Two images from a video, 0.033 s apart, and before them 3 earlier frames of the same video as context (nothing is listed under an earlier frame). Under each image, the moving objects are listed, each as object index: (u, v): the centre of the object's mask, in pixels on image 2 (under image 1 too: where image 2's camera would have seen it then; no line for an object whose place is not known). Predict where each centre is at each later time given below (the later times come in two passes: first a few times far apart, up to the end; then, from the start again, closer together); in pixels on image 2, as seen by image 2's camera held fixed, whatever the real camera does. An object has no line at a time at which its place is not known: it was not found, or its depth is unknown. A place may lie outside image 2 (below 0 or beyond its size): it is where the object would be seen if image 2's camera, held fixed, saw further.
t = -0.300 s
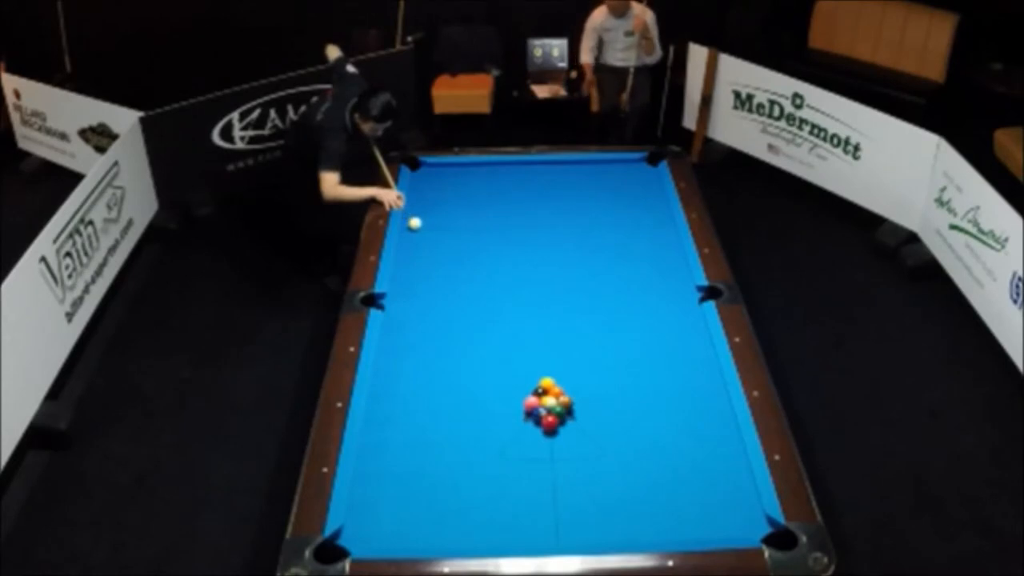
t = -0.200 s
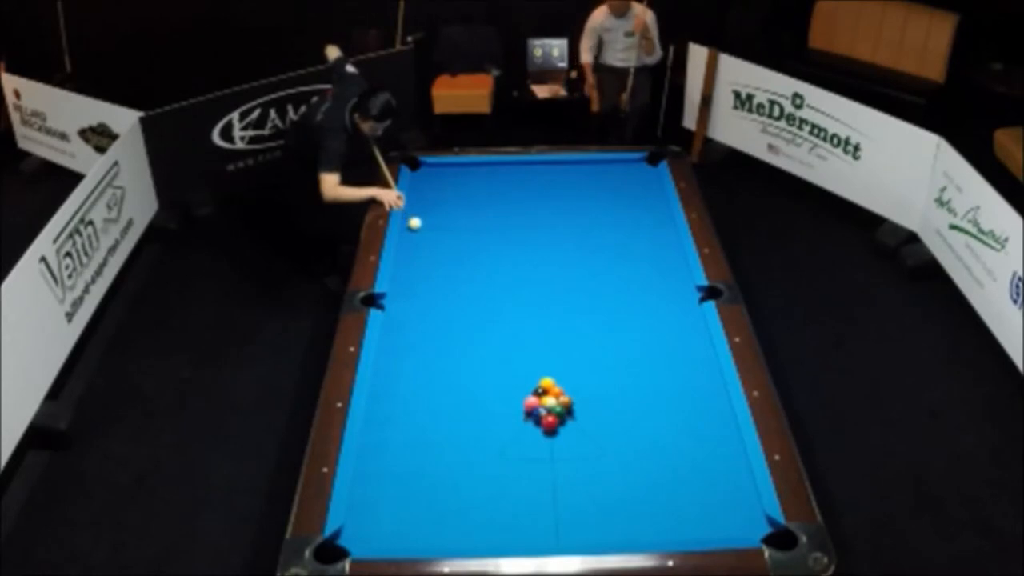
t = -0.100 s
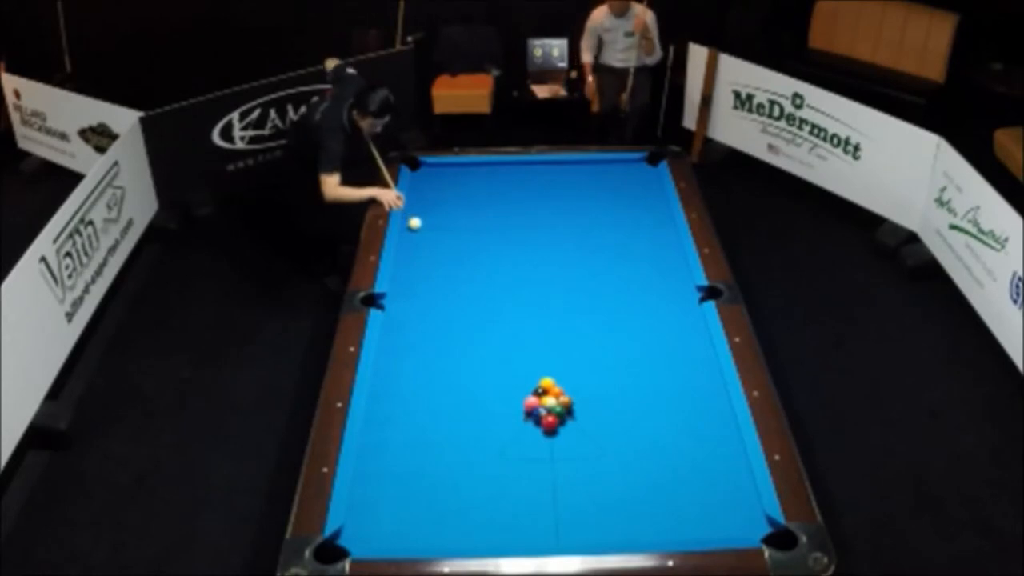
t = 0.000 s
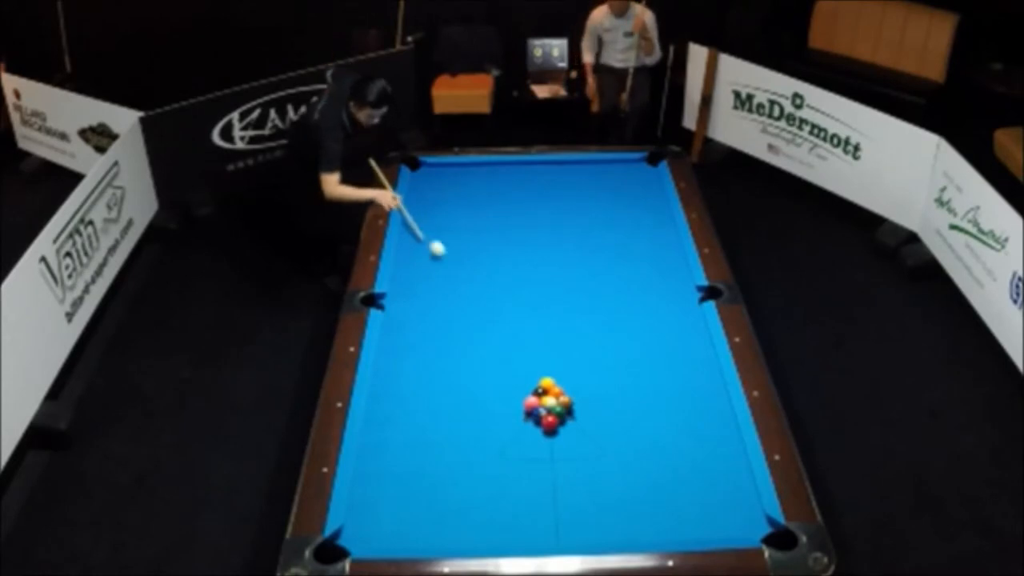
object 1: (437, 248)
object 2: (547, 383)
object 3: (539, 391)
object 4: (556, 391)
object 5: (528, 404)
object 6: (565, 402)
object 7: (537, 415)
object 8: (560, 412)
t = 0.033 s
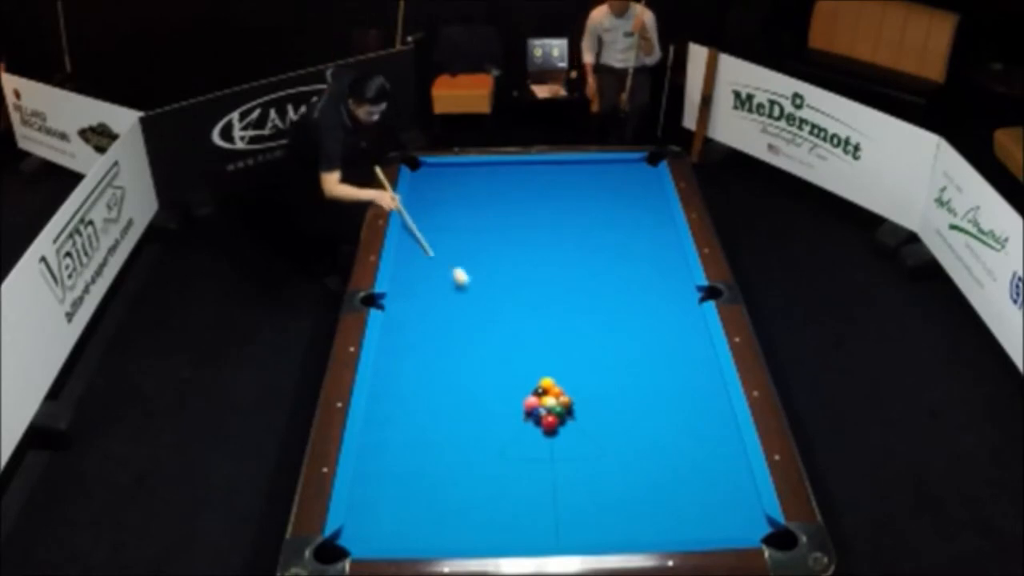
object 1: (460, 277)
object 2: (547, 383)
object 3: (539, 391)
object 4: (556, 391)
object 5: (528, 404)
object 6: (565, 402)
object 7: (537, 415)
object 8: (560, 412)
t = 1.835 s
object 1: (498, 491)
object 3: (532, 395)
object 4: (563, 308)
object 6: (360, 537)
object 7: (578, 465)
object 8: (615, 534)
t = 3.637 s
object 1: (535, 508)
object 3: (532, 396)
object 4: (417, 246)
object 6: (360, 539)
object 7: (735, 456)
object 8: (623, 502)
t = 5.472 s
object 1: (535, 508)
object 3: (531, 395)
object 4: (437, 224)
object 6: (360, 539)
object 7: (710, 456)
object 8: (622, 500)
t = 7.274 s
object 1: (535, 508)
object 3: (531, 394)
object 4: (442, 221)
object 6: (360, 539)
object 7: (710, 457)
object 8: (622, 500)
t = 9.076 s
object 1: (535, 508)
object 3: (531, 395)
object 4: (441, 221)
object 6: (359, 539)
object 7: (710, 457)
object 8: (622, 500)
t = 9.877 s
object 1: (535, 508)
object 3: (531, 395)
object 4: (441, 221)
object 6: (359, 539)
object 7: (710, 457)
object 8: (622, 500)
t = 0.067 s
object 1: (486, 311)
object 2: (547, 383)
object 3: (539, 391)
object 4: (556, 391)
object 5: (528, 404)
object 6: (565, 402)
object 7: (537, 415)
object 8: (559, 412)
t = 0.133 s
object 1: (532, 375)
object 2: (550, 381)
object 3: (535, 389)
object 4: (560, 393)
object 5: (527, 405)
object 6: (579, 409)
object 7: (535, 416)
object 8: (558, 414)
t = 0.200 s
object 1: (507, 375)
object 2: (573, 368)
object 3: (537, 396)
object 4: (586, 391)
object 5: (516, 416)
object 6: (665, 439)
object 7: (525, 430)
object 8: (560, 420)
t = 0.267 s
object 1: (481, 387)
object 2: (593, 357)
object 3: (536, 396)
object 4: (609, 388)
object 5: (506, 424)
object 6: (742, 470)
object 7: (514, 441)
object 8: (563, 425)
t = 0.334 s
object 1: (454, 409)
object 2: (611, 347)
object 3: (536, 395)
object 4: (629, 385)
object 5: (496, 433)
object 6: (693, 488)
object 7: (503, 449)
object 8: (566, 429)
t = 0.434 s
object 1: (415, 424)
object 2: (635, 333)
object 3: (535, 396)
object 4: (656, 380)
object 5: (481, 445)
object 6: (619, 515)
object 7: (486, 466)
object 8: (570, 437)
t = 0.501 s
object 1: (388, 438)
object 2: (650, 324)
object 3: (534, 396)
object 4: (673, 377)
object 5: (471, 455)
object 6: (570, 532)
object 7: (475, 477)
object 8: (572, 444)
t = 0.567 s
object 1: (366, 447)
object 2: (664, 316)
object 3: (533, 396)
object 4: (691, 374)
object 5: (461, 463)
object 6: (525, 536)
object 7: (469, 483)
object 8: (574, 449)
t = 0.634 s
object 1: (382, 453)
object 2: (678, 308)
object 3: (533, 395)
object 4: (708, 371)
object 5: (450, 472)
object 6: (489, 528)
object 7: (474, 479)
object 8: (576, 453)
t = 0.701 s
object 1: (397, 457)
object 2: (692, 300)
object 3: (533, 396)
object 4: (705, 367)
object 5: (439, 481)
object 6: (454, 520)
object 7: (477, 476)
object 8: (579, 458)
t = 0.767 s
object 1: (410, 460)
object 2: (705, 293)
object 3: (532, 396)
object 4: (694, 363)
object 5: (429, 490)
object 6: (421, 512)
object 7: (478, 474)
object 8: (581, 463)
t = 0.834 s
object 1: (423, 463)
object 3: (532, 396)
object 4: (684, 359)
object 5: (418, 499)
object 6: (389, 505)
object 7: (479, 473)
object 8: (583, 467)
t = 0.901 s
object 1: (435, 465)
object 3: (532, 396)
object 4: (675, 355)
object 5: (407, 508)
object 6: (370, 506)
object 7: (480, 472)
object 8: (586, 473)
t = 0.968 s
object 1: (448, 468)
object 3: (532, 396)
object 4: (666, 352)
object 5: (396, 517)
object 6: (365, 515)
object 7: (481, 471)
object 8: (588, 478)
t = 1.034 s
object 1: (460, 470)
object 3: (532, 396)
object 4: (657, 348)
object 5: (385, 526)
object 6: (358, 522)
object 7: (482, 471)
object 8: (590, 482)
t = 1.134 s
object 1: (466, 473)
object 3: (532, 396)
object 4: (644, 342)
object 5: (368, 539)
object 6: (354, 528)
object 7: (495, 469)
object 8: (593, 490)
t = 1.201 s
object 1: (469, 475)
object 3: (532, 396)
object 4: (636, 338)
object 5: (355, 544)
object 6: (357, 529)
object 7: (504, 469)
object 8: (596, 494)
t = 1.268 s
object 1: (473, 477)
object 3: (532, 396)
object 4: (627, 335)
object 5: (343, 552)
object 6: (357, 532)
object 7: (512, 468)
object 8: (598, 499)
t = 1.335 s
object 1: (476, 479)
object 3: (532, 396)
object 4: (620, 332)
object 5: (333, 562)
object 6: (358, 533)
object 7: (520, 468)
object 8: (600, 504)
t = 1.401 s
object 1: (479, 481)
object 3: (532, 396)
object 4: (611, 328)
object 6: (358, 534)
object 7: (528, 468)
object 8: (602, 508)
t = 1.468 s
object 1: (482, 482)
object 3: (532, 396)
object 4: (604, 325)
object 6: (358, 535)
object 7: (536, 467)
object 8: (604, 513)
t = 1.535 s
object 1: (485, 484)
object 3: (532, 395)
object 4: (596, 322)
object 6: (359, 535)
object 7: (544, 467)
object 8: (606, 517)
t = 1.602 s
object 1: (488, 486)
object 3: (532, 396)
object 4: (588, 319)
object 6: (359, 536)
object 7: (551, 466)
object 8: (608, 522)
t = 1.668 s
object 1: (491, 487)
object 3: (532, 396)
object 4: (581, 316)
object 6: (359, 536)
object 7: (559, 467)
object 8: (610, 526)
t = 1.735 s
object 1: (494, 488)
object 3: (532, 396)
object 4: (573, 313)
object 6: (360, 536)
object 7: (567, 466)
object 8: (612, 530)
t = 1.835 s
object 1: (498, 491)
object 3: (532, 395)
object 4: (563, 308)
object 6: (360, 537)
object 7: (578, 465)
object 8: (615, 534)
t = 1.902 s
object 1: (500, 492)
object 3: (532, 396)
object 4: (556, 305)
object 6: (360, 538)
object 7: (585, 464)
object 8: (616, 533)
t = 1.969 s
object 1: (503, 493)
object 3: (532, 396)
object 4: (549, 302)
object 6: (360, 538)
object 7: (592, 464)
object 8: (616, 532)
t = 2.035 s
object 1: (505, 495)
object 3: (531, 396)
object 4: (543, 299)
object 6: (360, 538)
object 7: (600, 463)
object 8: (617, 531)
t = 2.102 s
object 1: (507, 496)
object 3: (532, 396)
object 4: (536, 296)
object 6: (360, 538)
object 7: (606, 463)
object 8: (617, 530)
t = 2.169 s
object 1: (509, 497)
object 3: (532, 396)
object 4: (530, 294)
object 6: (360, 538)
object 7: (613, 463)
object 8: (618, 528)
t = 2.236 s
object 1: (512, 498)
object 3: (532, 396)
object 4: (523, 291)
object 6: (359, 538)
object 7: (619, 462)
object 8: (618, 527)
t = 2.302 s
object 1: (513, 499)
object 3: (532, 396)
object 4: (517, 288)
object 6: (360, 538)
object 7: (626, 461)
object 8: (619, 526)
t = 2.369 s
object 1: (516, 500)
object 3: (532, 396)
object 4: (511, 286)
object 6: (360, 538)
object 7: (633, 462)
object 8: (620, 524)
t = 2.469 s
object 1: (518, 502)
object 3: (532, 396)
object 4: (502, 282)
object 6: (360, 538)
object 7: (642, 461)
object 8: (620, 520)
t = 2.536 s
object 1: (520, 502)
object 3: (532, 396)
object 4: (497, 280)
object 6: (360, 538)
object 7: (648, 461)
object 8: (621, 519)
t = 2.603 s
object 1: (522, 503)
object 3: (532, 396)
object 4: (491, 278)
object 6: (360, 539)
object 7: (655, 460)
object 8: (621, 517)
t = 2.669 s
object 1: (523, 504)
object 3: (532, 396)
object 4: (485, 275)
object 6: (360, 539)
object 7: (660, 460)
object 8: (621, 516)
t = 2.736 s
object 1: (525, 504)
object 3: (532, 396)
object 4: (480, 273)
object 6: (360, 539)
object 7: (666, 459)
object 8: (622, 515)
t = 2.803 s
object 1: (526, 505)
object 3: (532, 396)
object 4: (474, 271)
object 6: (360, 539)
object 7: (672, 459)
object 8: (622, 513)
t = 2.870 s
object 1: (527, 505)
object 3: (532, 396)
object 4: (469, 269)
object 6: (360, 539)
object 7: (677, 459)
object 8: (622, 512)
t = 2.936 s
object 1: (528, 506)
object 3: (532, 396)
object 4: (465, 266)
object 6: (360, 539)
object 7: (683, 458)
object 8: (622, 511)
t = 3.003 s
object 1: (530, 506)
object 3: (532, 396)
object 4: (460, 264)
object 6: (360, 539)
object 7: (688, 458)
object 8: (623, 510)
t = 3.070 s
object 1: (531, 506)
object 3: (532, 396)
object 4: (455, 262)
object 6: (360, 539)
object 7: (694, 458)
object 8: (623, 508)
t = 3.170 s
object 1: (532, 507)
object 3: (532, 396)
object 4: (447, 259)
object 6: (360, 539)
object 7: (702, 458)
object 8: (623, 507)
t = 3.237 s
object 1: (533, 507)
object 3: (532, 396)
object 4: (443, 257)
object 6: (360, 539)
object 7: (707, 458)
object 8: (623, 506)
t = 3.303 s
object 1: (534, 508)
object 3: (532, 396)
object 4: (438, 255)
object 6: (360, 539)
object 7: (712, 458)
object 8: (623, 505)
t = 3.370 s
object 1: (534, 508)
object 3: (531, 396)
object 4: (434, 253)
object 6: (360, 539)
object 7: (716, 457)
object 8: (623, 504)
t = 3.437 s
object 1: (535, 508)
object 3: (531, 395)
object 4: (430, 251)
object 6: (360, 539)
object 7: (721, 457)
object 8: (623, 504)
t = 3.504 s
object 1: (535, 508)
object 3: (532, 396)
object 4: (425, 249)
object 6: (360, 539)
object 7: (726, 457)
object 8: (623, 503)
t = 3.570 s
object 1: (535, 508)
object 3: (532, 396)
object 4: (421, 248)
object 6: (360, 539)
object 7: (730, 457)
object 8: (623, 502)
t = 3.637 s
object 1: (535, 508)
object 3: (532, 396)
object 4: (417, 246)
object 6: (360, 539)
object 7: (735, 456)
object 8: (623, 502)
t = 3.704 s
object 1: (535, 508)
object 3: (532, 396)
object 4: (413, 244)
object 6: (360, 539)
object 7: (739, 457)
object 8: (623, 501)
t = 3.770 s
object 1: (535, 508)
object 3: (532, 396)
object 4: (409, 242)
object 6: (360, 539)
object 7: (737, 456)
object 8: (623, 501)
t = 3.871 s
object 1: (535, 508)
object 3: (532, 396)
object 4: (403, 240)
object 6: (360, 539)
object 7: (734, 456)
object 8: (622, 501)
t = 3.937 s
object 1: (535, 508)
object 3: (532, 396)
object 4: (404, 239)
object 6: (360, 539)
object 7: (731, 456)
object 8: (622, 500)
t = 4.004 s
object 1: (535, 508)
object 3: (532, 396)
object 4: (406, 238)
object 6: (360, 539)
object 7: (729, 456)
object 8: (622, 500)
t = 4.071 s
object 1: (535, 508)
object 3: (532, 396)
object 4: (408, 237)
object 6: (360, 539)
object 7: (727, 456)
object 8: (622, 500)
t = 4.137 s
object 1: (535, 508)
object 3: (531, 395)
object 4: (410, 236)
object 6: (360, 539)
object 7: (726, 457)
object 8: (622, 500)
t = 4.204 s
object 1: (535, 508)
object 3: (531, 395)
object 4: (412, 235)
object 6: (359, 539)
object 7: (724, 456)
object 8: (622, 500)
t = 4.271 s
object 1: (535, 508)
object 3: (531, 395)
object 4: (414, 234)
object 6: (359, 539)
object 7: (723, 457)
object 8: (622, 500)
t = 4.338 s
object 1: (535, 508)
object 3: (531, 395)
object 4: (416, 233)
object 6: (359, 539)
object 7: (721, 457)
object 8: (622, 500)
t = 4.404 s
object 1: (535, 508)
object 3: (531, 395)
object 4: (417, 232)
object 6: (359, 539)
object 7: (720, 457)
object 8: (622, 500)
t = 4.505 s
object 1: (535, 508)
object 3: (531, 395)
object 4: (420, 231)
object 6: (359, 539)
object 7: (718, 457)
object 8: (622, 500)
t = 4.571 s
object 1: (535, 508)
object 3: (531, 395)
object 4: (421, 230)
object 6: (359, 539)
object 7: (717, 457)
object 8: (622, 500)
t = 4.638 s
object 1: (535, 508)
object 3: (531, 395)
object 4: (423, 229)
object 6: (360, 539)
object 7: (715, 457)
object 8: (622, 500)
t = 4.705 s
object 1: (535, 508)
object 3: (531, 395)
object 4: (424, 229)
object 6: (359, 539)
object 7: (715, 457)
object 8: (622, 500)
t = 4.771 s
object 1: (535, 508)
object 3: (532, 395)
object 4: (426, 228)
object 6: (359, 539)
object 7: (714, 457)
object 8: (622, 500)
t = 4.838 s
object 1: (535, 508)
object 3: (531, 395)
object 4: (427, 227)
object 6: (359, 539)
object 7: (713, 457)
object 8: (622, 500)
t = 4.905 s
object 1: (535, 508)
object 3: (531, 395)
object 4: (429, 227)
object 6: (360, 539)
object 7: (712, 457)
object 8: (622, 500)
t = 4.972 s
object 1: (535, 508)
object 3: (531, 395)
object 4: (430, 226)
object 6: (360, 539)
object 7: (712, 457)
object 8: (622, 500)
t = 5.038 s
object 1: (535, 508)
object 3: (531, 395)
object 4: (431, 226)
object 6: (359, 539)
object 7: (711, 457)
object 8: (622, 500)
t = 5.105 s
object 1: (535, 508)
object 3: (531, 395)
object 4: (432, 225)
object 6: (360, 539)
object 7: (711, 457)
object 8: (622, 500)
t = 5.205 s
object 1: (535, 508)
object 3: (531, 395)
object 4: (434, 225)
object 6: (360, 539)
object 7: (711, 456)
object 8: (622, 500)
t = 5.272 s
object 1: (535, 508)
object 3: (531, 395)
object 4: (435, 224)
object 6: (359, 539)
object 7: (710, 456)
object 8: (622, 500)
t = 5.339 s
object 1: (535, 508)
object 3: (531, 395)
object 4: (435, 224)
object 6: (360, 539)
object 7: (710, 456)
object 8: (622, 500)
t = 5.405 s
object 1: (535, 508)
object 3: (531, 394)
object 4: (436, 224)
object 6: (360, 539)
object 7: (710, 456)
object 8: (622, 500)
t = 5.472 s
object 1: (535, 508)
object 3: (531, 395)
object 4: (437, 224)
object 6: (360, 539)
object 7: (710, 456)
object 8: (622, 500)
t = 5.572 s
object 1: (535, 508)
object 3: (531, 395)
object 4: (438, 223)
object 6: (359, 539)
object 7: (710, 456)
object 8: (622, 500)
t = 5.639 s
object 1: (535, 508)
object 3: (531, 395)
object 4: (439, 223)
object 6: (360, 539)
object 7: (710, 456)
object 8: (622, 500)
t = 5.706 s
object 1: (535, 508)
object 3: (531, 394)
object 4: (440, 222)
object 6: (359, 539)
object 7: (710, 456)
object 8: (622, 500)
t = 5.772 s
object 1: (535, 508)
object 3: (531, 394)
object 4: (440, 222)
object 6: (359, 539)
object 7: (710, 456)
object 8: (622, 500)
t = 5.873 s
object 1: (535, 508)
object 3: (531, 394)
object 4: (440, 222)
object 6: (359, 539)
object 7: (710, 456)
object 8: (622, 500)
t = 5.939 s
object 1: (535, 508)
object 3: (531, 394)
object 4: (441, 222)
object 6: (360, 539)
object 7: (710, 456)
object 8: (622, 500)
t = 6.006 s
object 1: (535, 508)
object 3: (531, 394)
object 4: (441, 221)
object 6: (360, 539)
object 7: (710, 457)
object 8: (622, 500)
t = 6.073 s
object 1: (535, 508)
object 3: (531, 395)
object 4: (441, 221)
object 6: (360, 539)
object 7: (710, 457)
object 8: (622, 500)
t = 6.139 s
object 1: (535, 508)
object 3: (531, 395)
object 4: (441, 221)
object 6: (360, 539)
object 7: (710, 457)
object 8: (622, 500)
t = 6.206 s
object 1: (535, 508)
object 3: (531, 394)
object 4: (441, 221)
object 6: (360, 539)
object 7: (710, 457)
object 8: (622, 500)
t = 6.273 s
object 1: (535, 508)
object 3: (531, 394)
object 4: (442, 221)
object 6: (360, 539)
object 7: (710, 457)
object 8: (622, 500)
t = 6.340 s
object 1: (535, 508)
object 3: (531, 394)
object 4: (442, 221)
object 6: (360, 539)
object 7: (710, 457)
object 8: (622, 500)
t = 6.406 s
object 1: (535, 508)
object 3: (531, 394)
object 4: (442, 221)
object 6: (360, 539)
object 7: (710, 457)
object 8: (622, 500)
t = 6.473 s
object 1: (535, 508)
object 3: (531, 394)
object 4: (442, 221)
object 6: (360, 539)
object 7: (710, 457)
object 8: (622, 500)
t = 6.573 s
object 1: (535, 508)
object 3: (531, 394)
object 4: (442, 221)
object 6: (360, 539)
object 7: (710, 457)
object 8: (622, 500)
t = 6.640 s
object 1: (535, 508)
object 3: (531, 394)
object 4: (442, 221)
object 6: (360, 539)
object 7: (710, 457)
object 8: (622, 500)
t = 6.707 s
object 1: (535, 508)
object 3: (531, 394)
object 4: (442, 221)
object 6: (360, 539)
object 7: (710, 457)
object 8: (622, 500)
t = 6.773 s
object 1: (535, 508)
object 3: (531, 394)
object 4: (442, 221)
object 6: (360, 539)
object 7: (710, 457)
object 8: (622, 500)
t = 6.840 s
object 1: (535, 508)
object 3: (531, 394)
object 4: (442, 221)
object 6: (360, 539)
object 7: (710, 457)
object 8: (622, 500)
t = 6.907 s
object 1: (535, 508)
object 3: (531, 394)
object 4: (442, 221)
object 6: (359, 539)
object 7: (710, 457)
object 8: (622, 500)
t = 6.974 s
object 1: (535, 508)
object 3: (531, 394)
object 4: (442, 221)
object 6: (360, 539)
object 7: (710, 457)
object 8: (622, 500)
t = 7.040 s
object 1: (535, 508)
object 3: (531, 394)
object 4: (442, 221)
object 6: (360, 539)
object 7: (710, 457)
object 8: (622, 500)
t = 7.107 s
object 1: (535, 508)
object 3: (531, 394)
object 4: (442, 221)
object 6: (360, 539)
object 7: (710, 457)
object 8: (622, 500)
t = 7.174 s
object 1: (535, 508)
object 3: (531, 394)
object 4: (442, 221)
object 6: (360, 539)
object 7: (710, 457)
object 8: (622, 500)
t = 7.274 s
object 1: (535, 508)
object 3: (531, 394)
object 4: (442, 221)
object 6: (360, 539)
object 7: (710, 457)
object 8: (622, 500)
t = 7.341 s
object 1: (535, 508)
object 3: (531, 394)
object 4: (442, 221)
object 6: (360, 539)
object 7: (710, 457)
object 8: (622, 500)
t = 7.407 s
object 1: (535, 508)
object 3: (531, 394)
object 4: (441, 221)
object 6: (360, 539)
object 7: (710, 457)
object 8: (622, 500)
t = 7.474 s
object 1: (535, 508)
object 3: (531, 394)
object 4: (441, 221)
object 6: (360, 539)
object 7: (710, 457)
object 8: (622, 500)
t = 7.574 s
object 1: (535, 508)
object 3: (531, 394)
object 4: (441, 221)
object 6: (359, 539)
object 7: (710, 457)
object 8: (622, 500)
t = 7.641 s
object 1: (535, 508)
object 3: (531, 394)
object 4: (441, 221)
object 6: (359, 539)
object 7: (710, 457)
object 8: (622, 500)
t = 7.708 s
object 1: (535, 508)
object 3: (531, 394)
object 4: (441, 221)
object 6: (359, 539)
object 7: (710, 457)
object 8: (622, 500)
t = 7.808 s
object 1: (535, 508)
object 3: (531, 394)
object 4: (442, 221)
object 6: (359, 539)
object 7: (710, 457)
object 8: (622, 500)
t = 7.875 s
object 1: (535, 508)
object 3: (531, 394)
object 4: (442, 221)
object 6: (359, 539)
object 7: (710, 457)
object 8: (622, 501)
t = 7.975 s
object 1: (535, 508)
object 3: (531, 394)
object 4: (442, 221)
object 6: (359, 539)
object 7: (710, 457)
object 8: (622, 501)
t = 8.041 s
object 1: (535, 508)
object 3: (531, 394)
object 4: (442, 221)
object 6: (359, 539)
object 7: (710, 457)
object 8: (622, 500)
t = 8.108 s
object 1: (535, 508)
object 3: (531, 394)
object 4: (442, 221)
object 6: (359, 539)
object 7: (710, 457)
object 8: (622, 501)
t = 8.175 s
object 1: (535, 508)
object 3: (531, 394)
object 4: (442, 221)
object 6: (359, 539)
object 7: (710, 457)
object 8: (622, 500)
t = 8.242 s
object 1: (535, 508)
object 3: (531, 394)
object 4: (441, 221)
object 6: (359, 539)
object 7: (710, 457)
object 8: (622, 500)
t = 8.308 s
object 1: (535, 508)
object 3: (531, 394)
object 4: (441, 221)
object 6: (359, 539)
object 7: (710, 457)
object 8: (622, 500)
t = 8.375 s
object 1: (535, 508)
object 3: (531, 394)
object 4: (441, 221)
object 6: (359, 539)
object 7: (710, 457)
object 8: (622, 500)
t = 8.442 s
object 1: (535, 508)
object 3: (531, 394)
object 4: (441, 221)
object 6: (359, 539)
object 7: (710, 457)
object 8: (622, 500)
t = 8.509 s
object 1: (535, 508)
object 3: (531, 394)
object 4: (441, 221)
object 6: (359, 539)
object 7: (710, 457)
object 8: (622, 500)
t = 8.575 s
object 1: (535, 508)
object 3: (531, 394)
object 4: (442, 221)
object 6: (359, 539)
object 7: (710, 457)
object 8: (622, 500)
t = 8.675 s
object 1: (535, 508)
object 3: (531, 394)
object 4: (441, 221)
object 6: (360, 539)
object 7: (710, 457)
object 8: (622, 500)
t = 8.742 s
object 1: (535, 508)
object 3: (531, 395)
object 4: (441, 221)
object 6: (360, 539)
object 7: (710, 457)
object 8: (622, 501)
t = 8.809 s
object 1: (535, 508)
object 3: (531, 395)
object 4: (441, 221)
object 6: (359, 539)
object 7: (710, 457)
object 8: (622, 500)
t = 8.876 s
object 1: (535, 508)
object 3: (531, 395)
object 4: (441, 221)
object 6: (359, 539)
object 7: (710, 457)
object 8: (622, 500)
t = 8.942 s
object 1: (535, 508)
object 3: (531, 395)
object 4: (441, 221)
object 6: (359, 539)
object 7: (710, 457)
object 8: (622, 500)
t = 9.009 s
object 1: (535, 508)
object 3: (531, 395)
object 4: (441, 221)
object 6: (359, 539)
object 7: (710, 457)
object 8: (622, 500)
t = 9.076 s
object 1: (535, 508)
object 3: (531, 395)
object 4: (441, 221)
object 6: (359, 539)
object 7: (710, 457)
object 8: (622, 500)
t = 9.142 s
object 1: (535, 508)
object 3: (531, 395)
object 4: (441, 221)
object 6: (359, 539)
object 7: (710, 457)
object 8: (622, 500)
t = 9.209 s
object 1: (535, 508)
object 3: (531, 395)
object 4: (441, 221)
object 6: (359, 539)
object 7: (710, 457)
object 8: (622, 500)
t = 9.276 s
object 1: (535, 508)
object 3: (531, 395)
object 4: (441, 221)
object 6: (359, 539)
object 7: (710, 457)
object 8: (622, 501)
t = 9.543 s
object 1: (535, 508)
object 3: (531, 395)
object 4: (442, 221)
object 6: (359, 539)
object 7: (710, 457)
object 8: (622, 500)
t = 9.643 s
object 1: (535, 508)
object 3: (531, 395)
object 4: (442, 221)
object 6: (359, 539)
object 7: (710, 457)
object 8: (622, 500)
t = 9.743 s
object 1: (535, 508)
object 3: (531, 395)
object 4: (442, 221)
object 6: (359, 539)
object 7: (710, 457)
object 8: (622, 500)
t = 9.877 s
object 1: (535, 508)
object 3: (531, 395)
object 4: (441, 221)
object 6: (359, 539)
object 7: (710, 457)
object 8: (622, 500)
